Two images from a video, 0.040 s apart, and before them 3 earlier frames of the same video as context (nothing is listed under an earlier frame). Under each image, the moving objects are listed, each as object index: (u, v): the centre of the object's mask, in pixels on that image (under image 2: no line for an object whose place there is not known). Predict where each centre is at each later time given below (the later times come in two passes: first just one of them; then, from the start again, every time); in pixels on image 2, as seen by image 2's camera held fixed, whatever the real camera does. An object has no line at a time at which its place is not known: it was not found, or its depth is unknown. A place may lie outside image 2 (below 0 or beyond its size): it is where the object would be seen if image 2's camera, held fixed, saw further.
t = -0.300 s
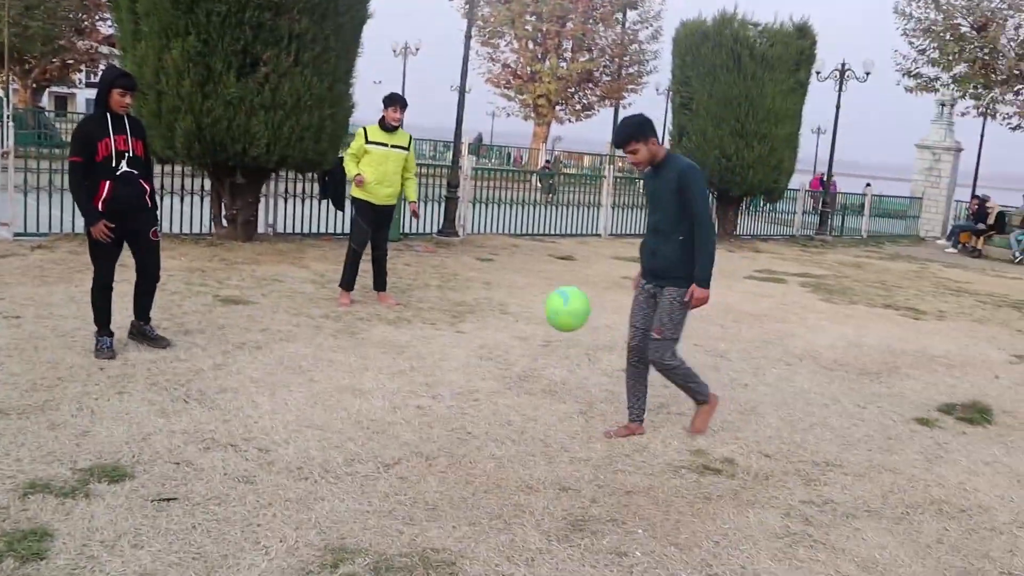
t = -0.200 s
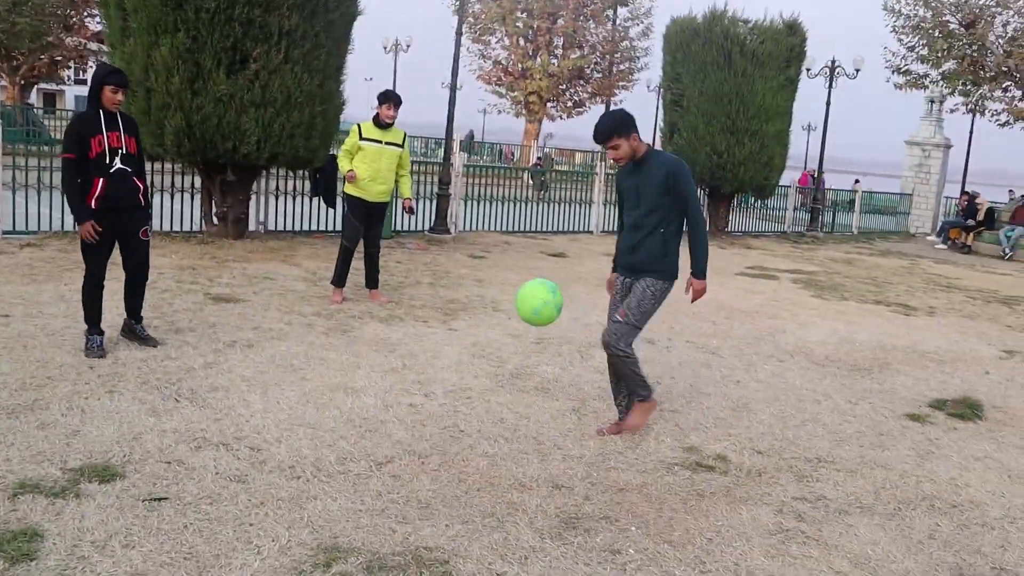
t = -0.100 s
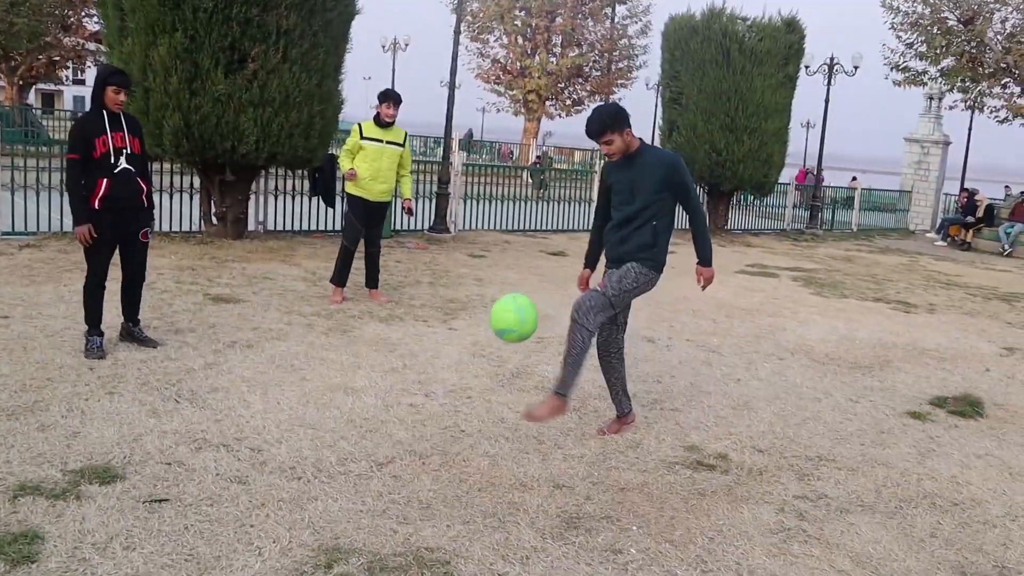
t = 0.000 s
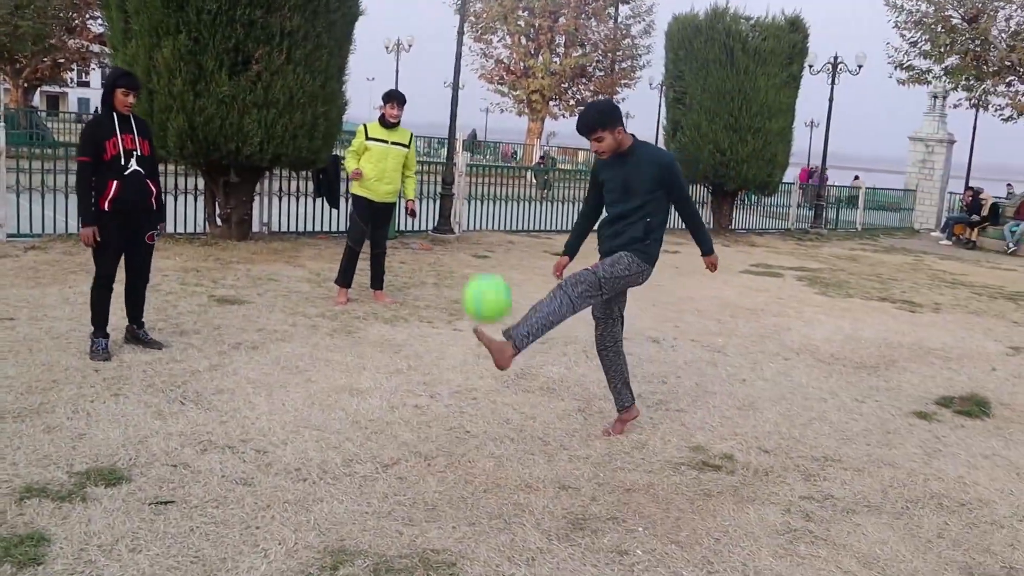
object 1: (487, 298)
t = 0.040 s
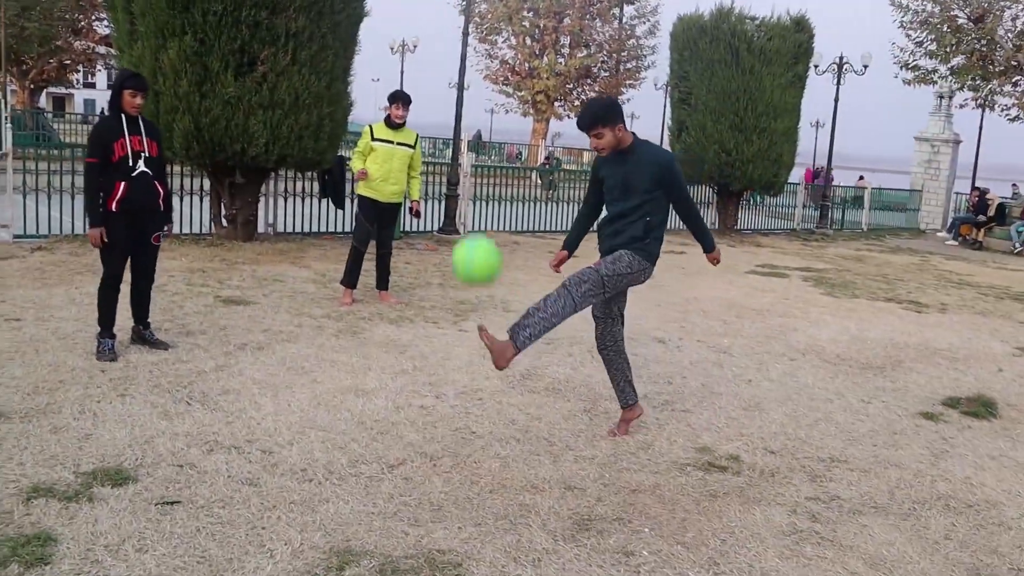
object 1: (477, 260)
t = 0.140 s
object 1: (434, 177)
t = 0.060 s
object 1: (468, 241)
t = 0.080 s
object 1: (460, 224)
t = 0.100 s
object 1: (451, 208)
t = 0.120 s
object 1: (442, 192)
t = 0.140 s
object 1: (434, 177)
